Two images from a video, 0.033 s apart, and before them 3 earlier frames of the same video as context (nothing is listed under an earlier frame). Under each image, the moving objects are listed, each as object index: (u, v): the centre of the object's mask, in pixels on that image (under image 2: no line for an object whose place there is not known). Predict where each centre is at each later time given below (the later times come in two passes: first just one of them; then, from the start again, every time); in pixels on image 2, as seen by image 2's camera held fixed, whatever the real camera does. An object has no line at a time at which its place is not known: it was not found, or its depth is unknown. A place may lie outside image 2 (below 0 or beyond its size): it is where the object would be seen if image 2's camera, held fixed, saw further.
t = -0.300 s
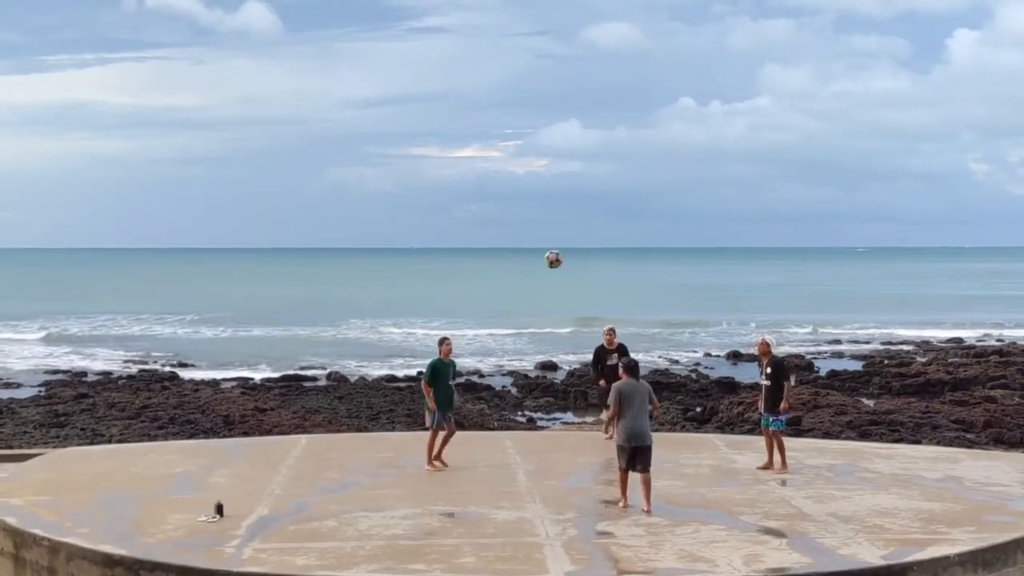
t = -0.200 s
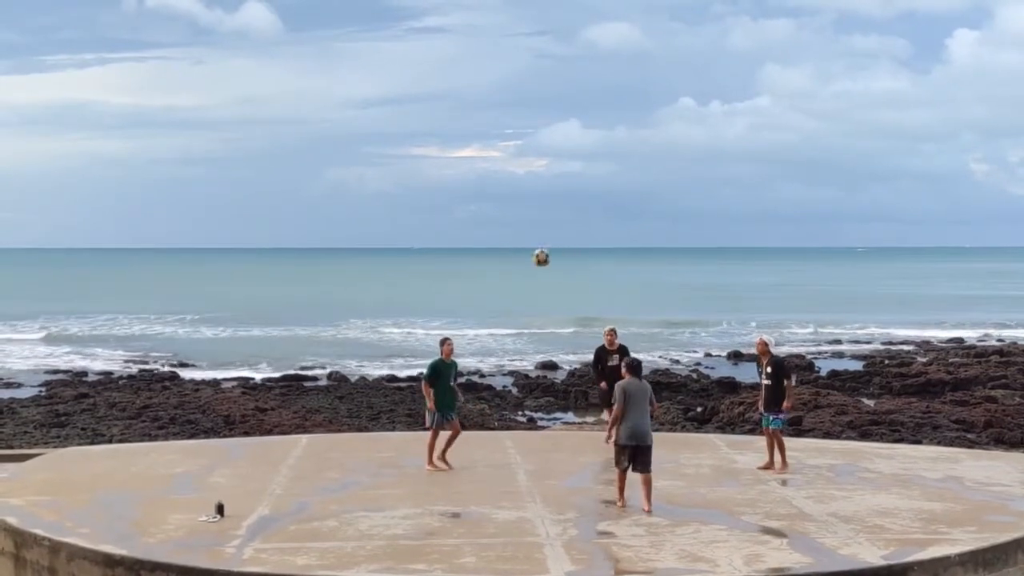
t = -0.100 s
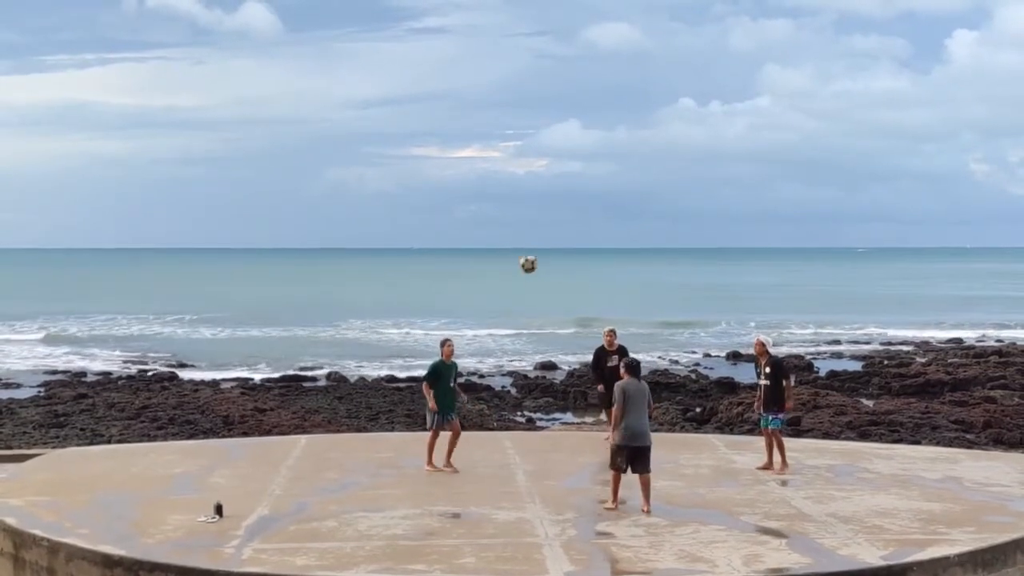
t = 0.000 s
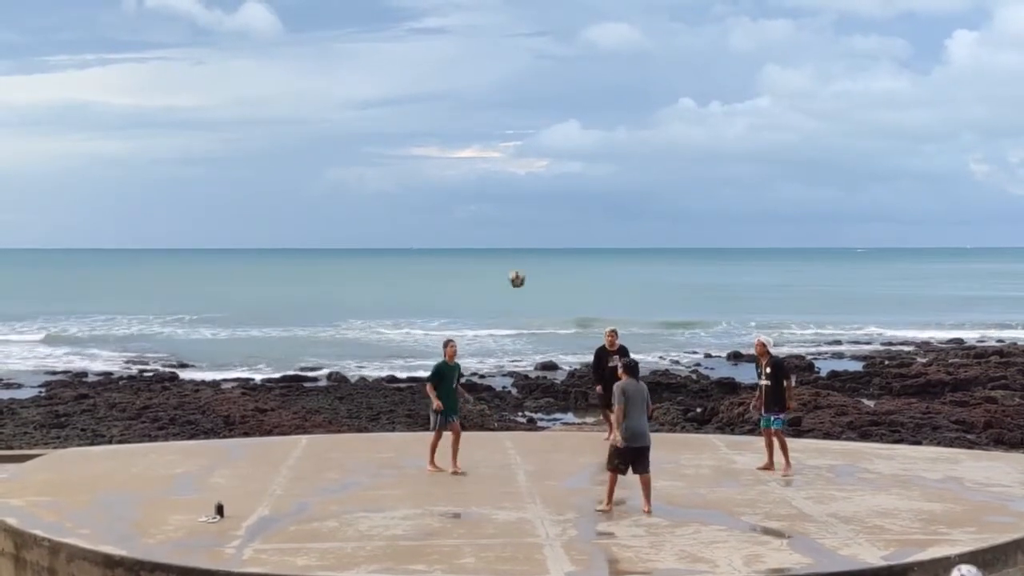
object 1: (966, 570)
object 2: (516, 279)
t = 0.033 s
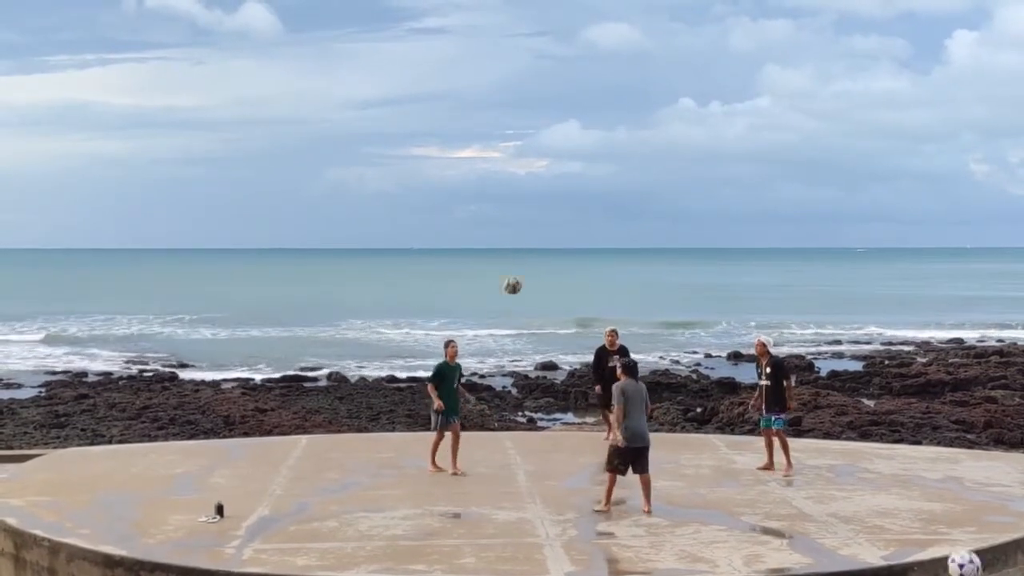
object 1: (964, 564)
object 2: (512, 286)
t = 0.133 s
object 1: (958, 532)
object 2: (500, 310)
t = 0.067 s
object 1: (962, 553)
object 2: (508, 292)
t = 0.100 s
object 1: (960, 542)
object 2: (504, 301)
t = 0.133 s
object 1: (958, 532)
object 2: (500, 310)
